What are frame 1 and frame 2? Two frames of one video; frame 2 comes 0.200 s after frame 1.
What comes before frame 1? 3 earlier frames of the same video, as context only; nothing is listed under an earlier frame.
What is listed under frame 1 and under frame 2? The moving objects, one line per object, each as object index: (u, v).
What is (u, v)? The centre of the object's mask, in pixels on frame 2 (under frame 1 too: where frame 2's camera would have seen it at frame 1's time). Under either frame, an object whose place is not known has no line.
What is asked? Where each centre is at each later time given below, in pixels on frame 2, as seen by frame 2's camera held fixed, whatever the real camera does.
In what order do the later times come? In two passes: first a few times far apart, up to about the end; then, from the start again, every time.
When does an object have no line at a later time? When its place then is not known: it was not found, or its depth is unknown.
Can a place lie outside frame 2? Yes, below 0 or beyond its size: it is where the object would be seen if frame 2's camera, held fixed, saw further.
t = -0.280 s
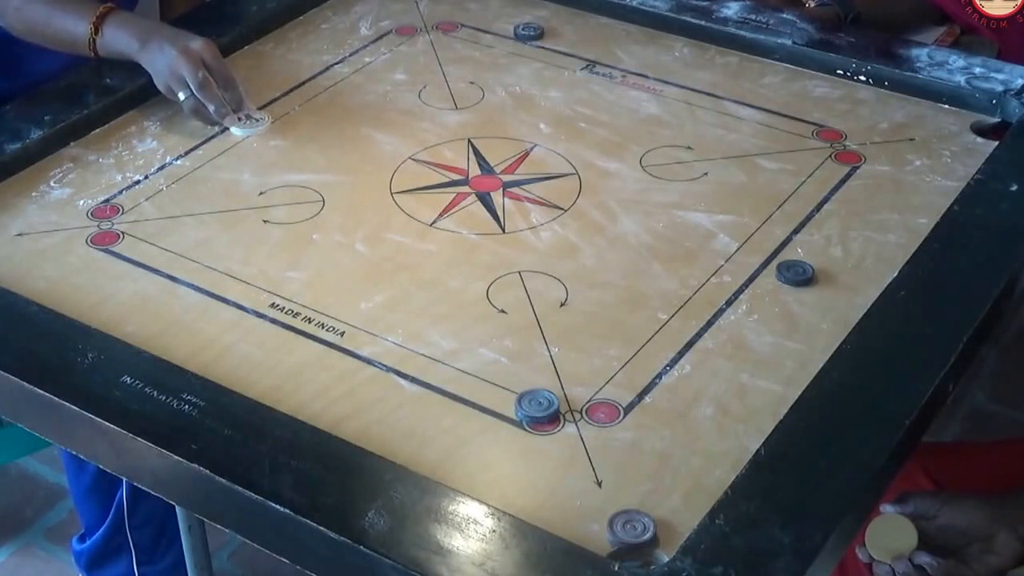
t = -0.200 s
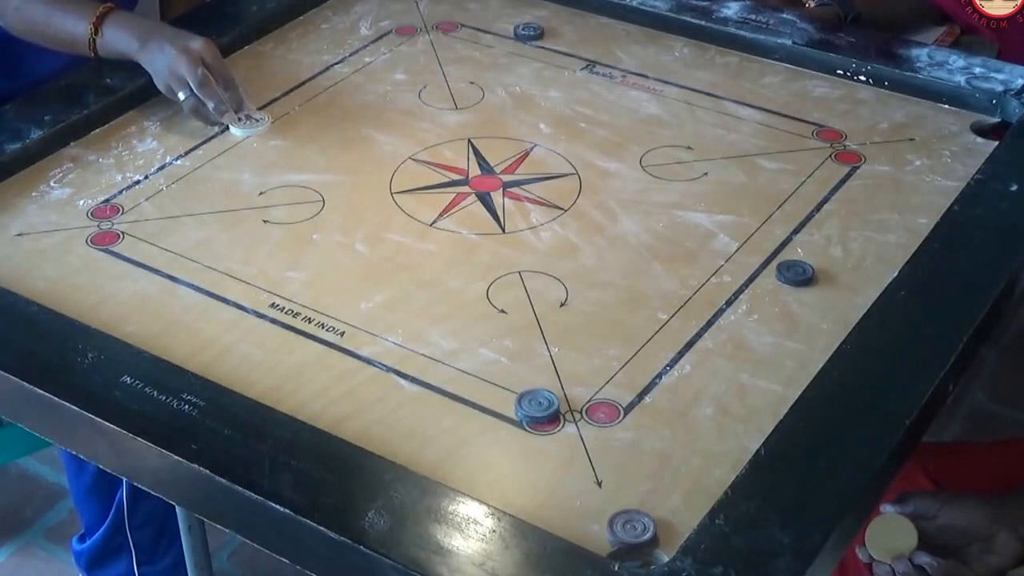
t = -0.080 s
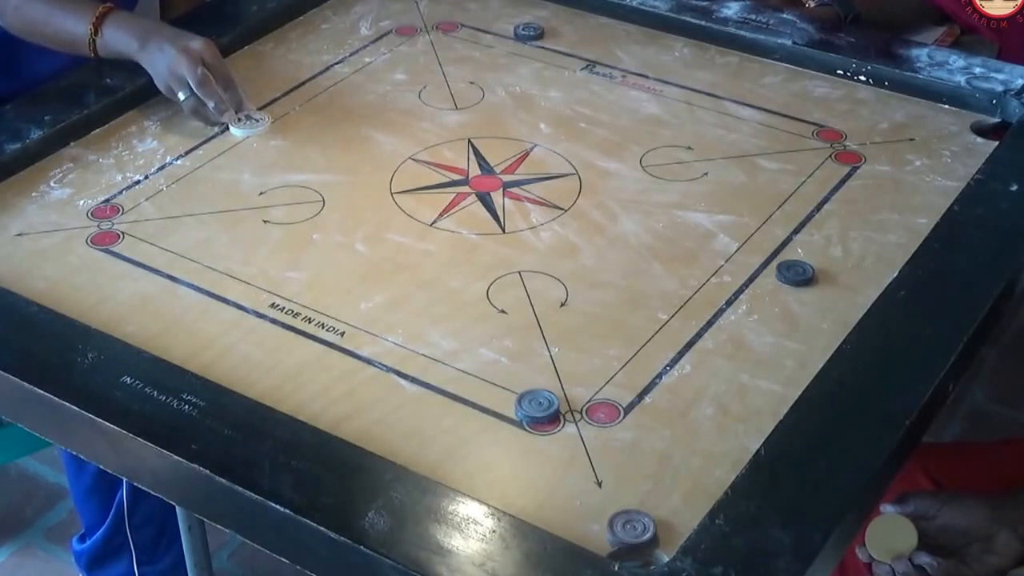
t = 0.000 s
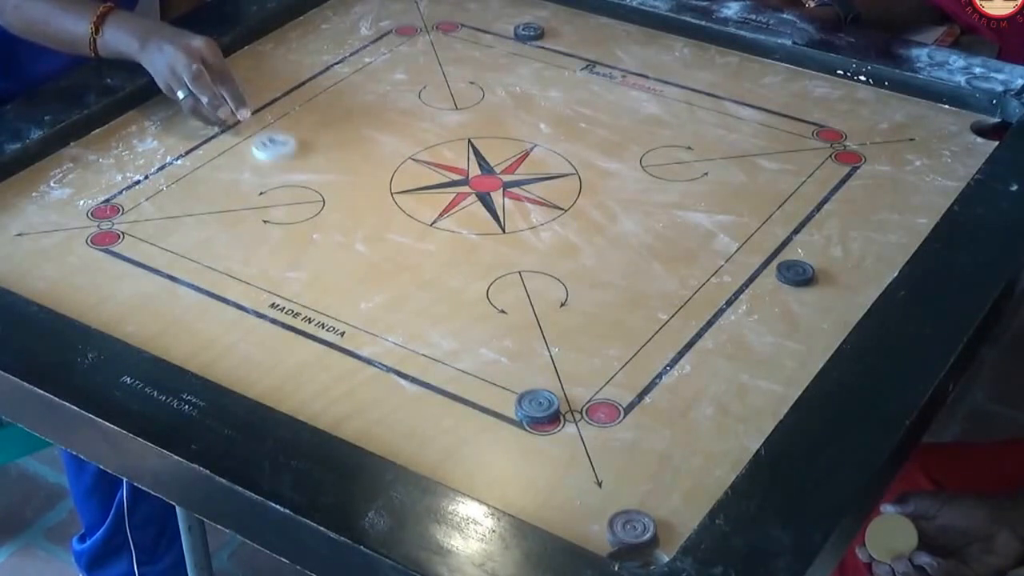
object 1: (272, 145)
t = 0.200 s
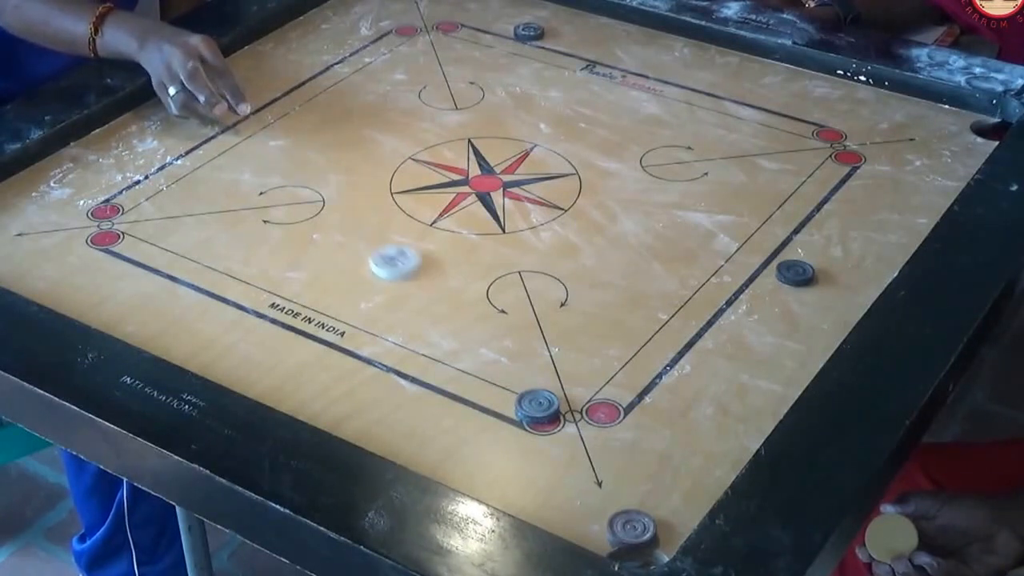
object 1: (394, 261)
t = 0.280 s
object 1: (444, 309)
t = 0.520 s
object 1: (549, 407)
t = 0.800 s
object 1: (578, 433)
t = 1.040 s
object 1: (578, 433)
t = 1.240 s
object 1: (578, 433)
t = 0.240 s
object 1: (420, 285)
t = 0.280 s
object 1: (444, 309)
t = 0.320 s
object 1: (469, 333)
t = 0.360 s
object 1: (494, 358)
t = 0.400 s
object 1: (515, 379)
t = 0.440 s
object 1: (529, 389)
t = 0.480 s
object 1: (539, 398)
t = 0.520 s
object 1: (549, 407)
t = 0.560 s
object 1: (557, 414)
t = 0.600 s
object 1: (565, 420)
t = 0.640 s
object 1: (570, 425)
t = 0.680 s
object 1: (574, 429)
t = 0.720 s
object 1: (577, 432)
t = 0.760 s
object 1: (578, 433)
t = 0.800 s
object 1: (578, 433)
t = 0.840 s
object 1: (578, 433)
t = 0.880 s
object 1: (578, 433)
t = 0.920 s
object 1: (578, 433)
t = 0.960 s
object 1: (578, 433)
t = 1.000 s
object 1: (578, 433)
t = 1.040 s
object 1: (578, 433)
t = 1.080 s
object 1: (578, 433)
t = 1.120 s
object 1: (578, 433)
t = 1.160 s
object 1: (578, 433)
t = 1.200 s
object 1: (578, 433)
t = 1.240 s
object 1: (578, 433)
